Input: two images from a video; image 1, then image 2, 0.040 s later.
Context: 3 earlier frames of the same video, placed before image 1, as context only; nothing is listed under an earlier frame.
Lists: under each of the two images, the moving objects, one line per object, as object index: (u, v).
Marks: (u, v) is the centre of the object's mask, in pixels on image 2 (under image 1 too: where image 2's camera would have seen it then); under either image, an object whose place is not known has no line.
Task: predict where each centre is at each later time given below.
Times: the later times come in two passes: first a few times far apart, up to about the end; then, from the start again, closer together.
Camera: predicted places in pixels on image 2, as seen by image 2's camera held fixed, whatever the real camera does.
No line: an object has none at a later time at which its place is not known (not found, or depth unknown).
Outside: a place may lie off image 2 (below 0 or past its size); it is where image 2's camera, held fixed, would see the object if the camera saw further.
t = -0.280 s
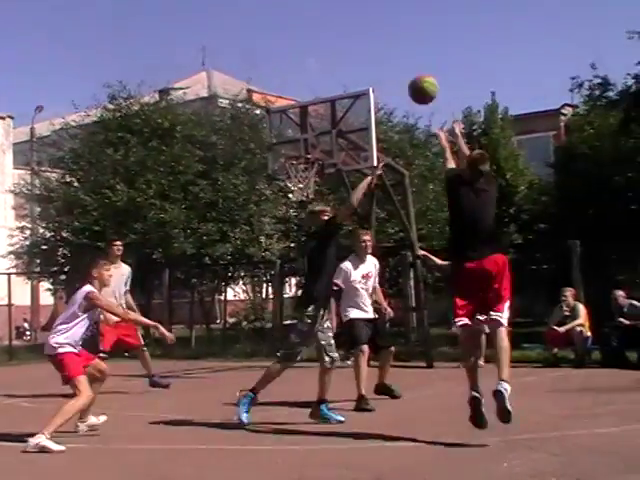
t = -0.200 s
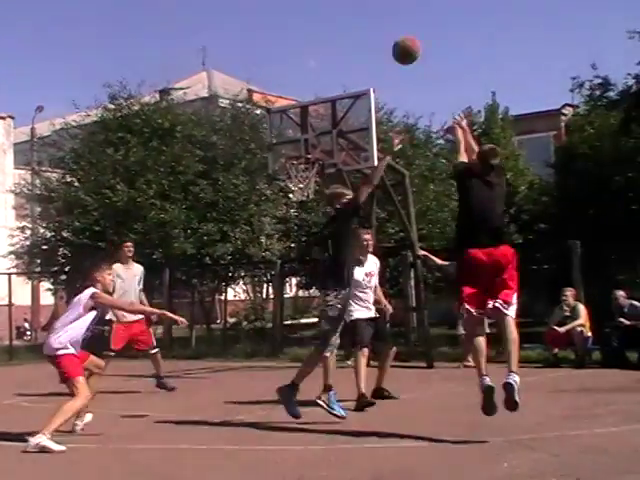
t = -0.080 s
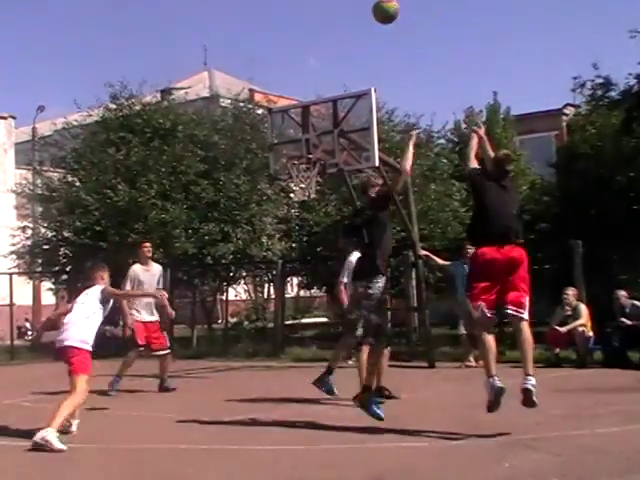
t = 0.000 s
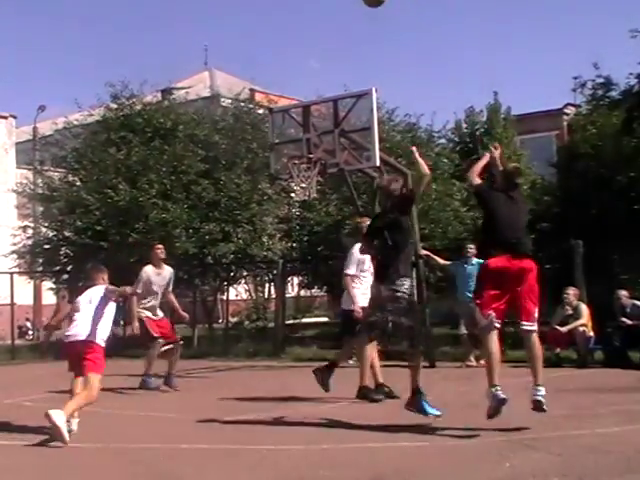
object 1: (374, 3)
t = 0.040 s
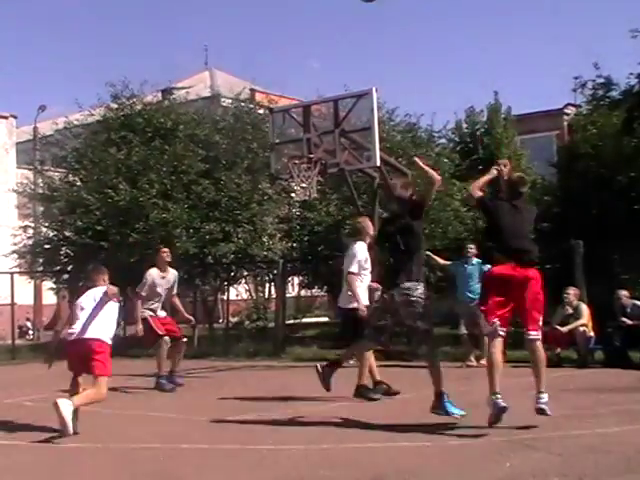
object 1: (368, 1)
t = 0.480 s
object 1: (328, 23)
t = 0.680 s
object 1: (318, 80)
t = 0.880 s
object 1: (310, 147)
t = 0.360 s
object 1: (336, 4)
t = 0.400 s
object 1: (333, 8)
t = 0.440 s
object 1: (330, 14)
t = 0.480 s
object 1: (328, 23)
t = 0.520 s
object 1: (325, 32)
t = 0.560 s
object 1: (324, 43)
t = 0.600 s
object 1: (321, 55)
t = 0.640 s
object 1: (320, 67)
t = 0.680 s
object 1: (318, 80)
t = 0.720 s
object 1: (316, 94)
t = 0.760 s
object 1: (317, 108)
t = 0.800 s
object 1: (315, 123)
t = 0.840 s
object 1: (313, 140)
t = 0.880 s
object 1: (310, 147)
